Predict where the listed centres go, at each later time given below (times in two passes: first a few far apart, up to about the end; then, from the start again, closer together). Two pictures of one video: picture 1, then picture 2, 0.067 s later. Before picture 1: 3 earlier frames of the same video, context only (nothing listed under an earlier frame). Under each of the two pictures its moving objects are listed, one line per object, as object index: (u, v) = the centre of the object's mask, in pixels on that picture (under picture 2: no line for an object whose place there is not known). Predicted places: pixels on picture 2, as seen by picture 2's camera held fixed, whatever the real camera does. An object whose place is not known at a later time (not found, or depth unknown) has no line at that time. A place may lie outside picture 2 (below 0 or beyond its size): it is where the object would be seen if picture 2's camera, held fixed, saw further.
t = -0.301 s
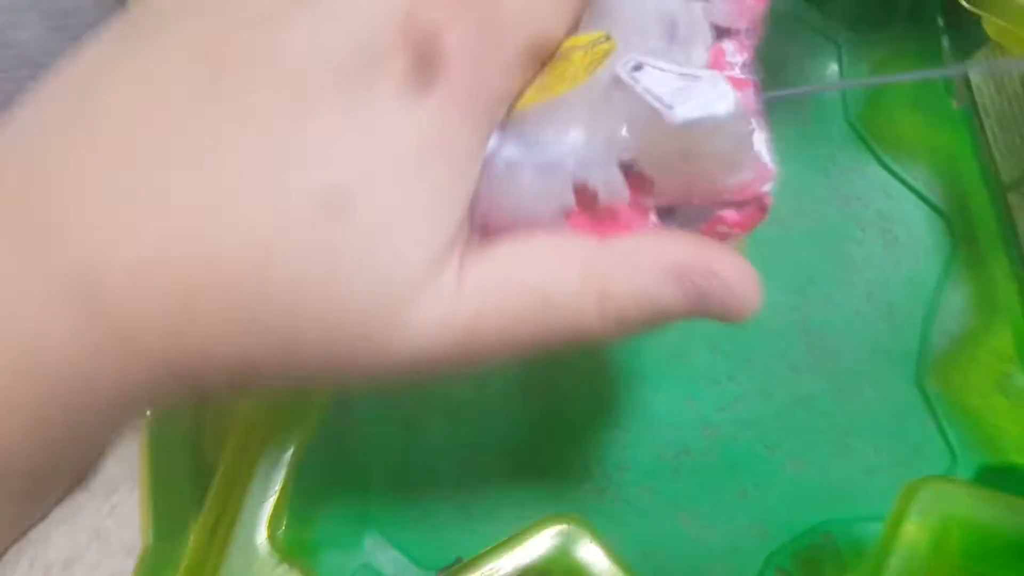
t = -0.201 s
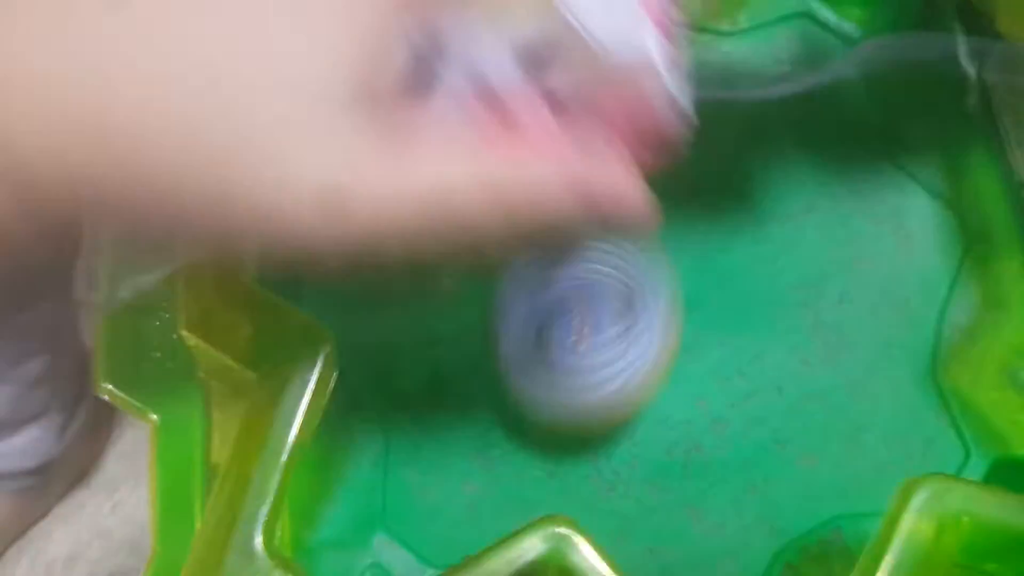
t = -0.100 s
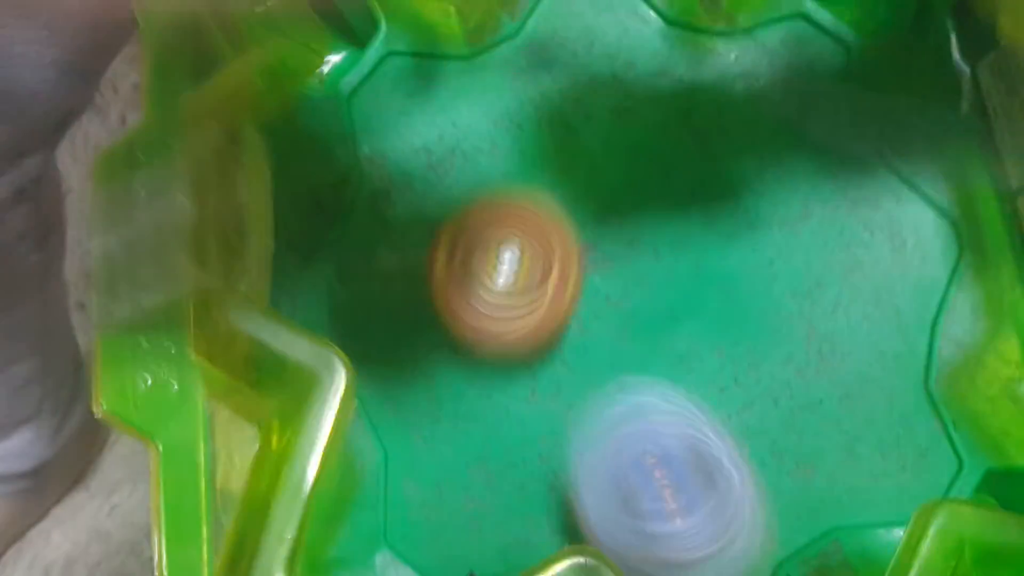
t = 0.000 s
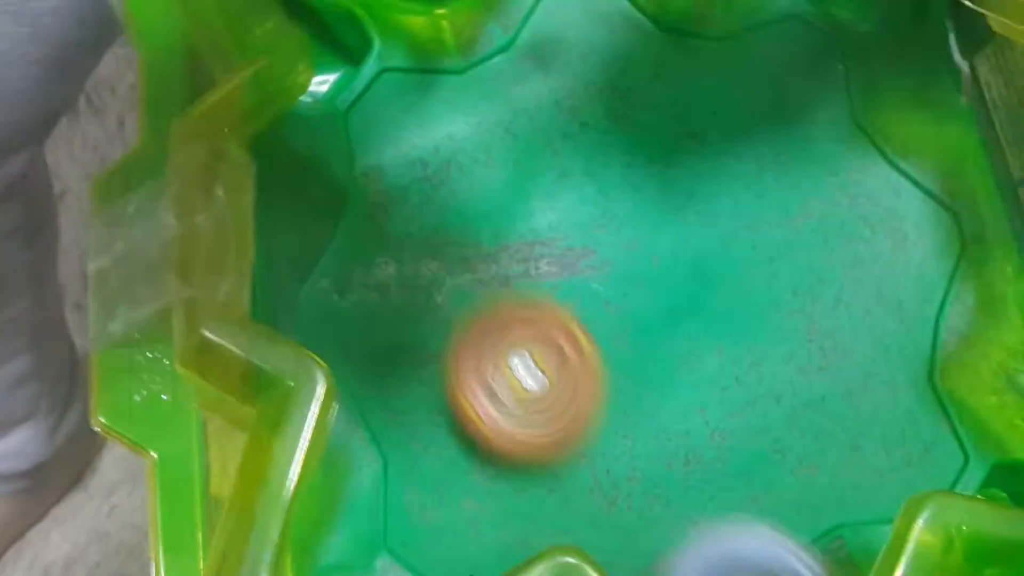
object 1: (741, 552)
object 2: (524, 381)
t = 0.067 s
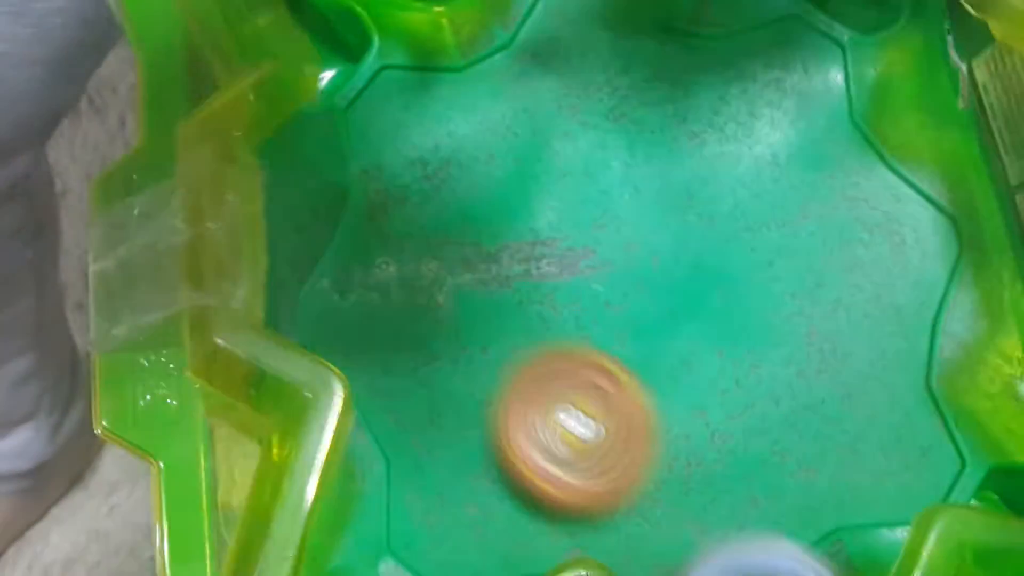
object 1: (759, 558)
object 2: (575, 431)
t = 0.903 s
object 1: (704, 358)
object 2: (645, 206)
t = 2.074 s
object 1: (475, 526)
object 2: (666, 272)
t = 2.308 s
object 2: (454, 145)
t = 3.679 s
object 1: (707, 255)
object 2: (688, 540)
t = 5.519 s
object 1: (644, 331)
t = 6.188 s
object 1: (620, 326)
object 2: (352, 178)
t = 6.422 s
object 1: (580, 269)
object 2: (557, 511)
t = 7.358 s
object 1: (596, 236)
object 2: (542, 519)
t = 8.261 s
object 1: (590, 239)
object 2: (369, 332)
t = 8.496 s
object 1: (545, 311)
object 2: (700, 502)
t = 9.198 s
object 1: (622, 259)
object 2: (349, 270)
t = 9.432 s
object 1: (575, 245)
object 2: (577, 513)
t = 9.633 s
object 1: (546, 265)
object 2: (840, 391)
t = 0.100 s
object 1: (751, 554)
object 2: (607, 447)
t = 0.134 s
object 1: (742, 550)
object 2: (643, 456)
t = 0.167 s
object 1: (758, 559)
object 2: (661, 413)
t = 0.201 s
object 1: (750, 540)
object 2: (678, 352)
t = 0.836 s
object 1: (637, 440)
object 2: (643, 139)
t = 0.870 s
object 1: (673, 393)
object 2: (645, 174)
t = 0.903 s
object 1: (704, 358)
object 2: (645, 206)
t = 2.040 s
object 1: (460, 531)
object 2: (716, 258)
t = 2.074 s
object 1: (475, 526)
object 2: (666, 272)
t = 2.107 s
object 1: (496, 518)
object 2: (617, 288)
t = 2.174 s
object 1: (549, 482)
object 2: (529, 312)
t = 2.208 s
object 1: (577, 501)
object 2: (498, 276)
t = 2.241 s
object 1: (614, 518)
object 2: (475, 226)
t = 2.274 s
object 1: (669, 527)
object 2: (464, 182)
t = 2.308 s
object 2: (454, 145)
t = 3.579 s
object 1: (687, 329)
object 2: (458, 475)
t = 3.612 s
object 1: (697, 306)
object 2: (519, 505)
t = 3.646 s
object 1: (703, 282)
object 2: (600, 526)
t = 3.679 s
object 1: (707, 255)
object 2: (688, 540)
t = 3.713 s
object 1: (706, 226)
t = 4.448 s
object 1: (706, 258)
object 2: (339, 319)
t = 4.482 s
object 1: (712, 243)
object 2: (373, 371)
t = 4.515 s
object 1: (712, 226)
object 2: (416, 430)
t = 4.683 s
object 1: (654, 203)
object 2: (759, 529)
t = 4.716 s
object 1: (631, 211)
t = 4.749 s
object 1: (607, 225)
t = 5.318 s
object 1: (741, 388)
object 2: (342, 235)
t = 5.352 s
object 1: (733, 382)
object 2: (348, 286)
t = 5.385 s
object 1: (717, 376)
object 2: (365, 337)
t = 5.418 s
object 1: (700, 371)
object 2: (396, 403)
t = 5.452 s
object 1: (680, 360)
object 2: (439, 466)
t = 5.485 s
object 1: (662, 348)
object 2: (488, 496)
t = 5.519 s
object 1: (644, 331)
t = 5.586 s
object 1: (609, 299)
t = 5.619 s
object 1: (594, 284)
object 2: (763, 516)
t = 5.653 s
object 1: (582, 275)
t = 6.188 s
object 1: (620, 326)
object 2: (352, 178)
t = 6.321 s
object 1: (601, 286)
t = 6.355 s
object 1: (593, 278)
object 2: (436, 459)
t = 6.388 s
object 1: (585, 273)
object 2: (490, 492)
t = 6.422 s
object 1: (580, 269)
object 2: (557, 511)
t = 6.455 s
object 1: (577, 269)
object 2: (630, 520)
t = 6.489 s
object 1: (573, 272)
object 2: (694, 519)
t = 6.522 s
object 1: (571, 274)
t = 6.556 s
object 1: (569, 278)
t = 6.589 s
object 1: (568, 281)
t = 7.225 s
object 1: (619, 223)
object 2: (385, 350)
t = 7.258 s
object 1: (612, 223)
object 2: (411, 417)
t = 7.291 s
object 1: (604, 225)
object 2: (442, 473)
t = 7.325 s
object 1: (600, 229)
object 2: (487, 502)
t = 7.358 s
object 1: (596, 236)
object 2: (542, 519)
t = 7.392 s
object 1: (593, 243)
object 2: (604, 524)
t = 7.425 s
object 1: (593, 251)
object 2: (669, 527)
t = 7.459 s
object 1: (594, 258)
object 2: (726, 522)
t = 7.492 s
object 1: (597, 266)
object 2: (780, 509)
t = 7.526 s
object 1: (601, 274)
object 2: (822, 490)
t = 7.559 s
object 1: (605, 284)
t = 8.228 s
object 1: (600, 229)
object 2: (350, 295)
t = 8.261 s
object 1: (590, 239)
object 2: (369, 332)
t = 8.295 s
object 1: (582, 250)
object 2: (398, 382)
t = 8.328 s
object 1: (571, 261)
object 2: (425, 431)
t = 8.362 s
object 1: (561, 272)
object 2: (465, 469)
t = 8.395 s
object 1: (553, 282)
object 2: (519, 491)
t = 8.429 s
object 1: (549, 293)
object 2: (576, 503)
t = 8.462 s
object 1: (545, 302)
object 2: (645, 507)
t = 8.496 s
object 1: (545, 311)
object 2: (700, 502)
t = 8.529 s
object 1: (545, 320)
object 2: (755, 486)
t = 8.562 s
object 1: (546, 326)
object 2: (795, 454)
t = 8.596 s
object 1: (550, 333)
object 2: (825, 414)
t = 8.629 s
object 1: (556, 341)
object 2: (844, 368)
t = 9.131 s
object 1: (628, 271)
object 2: (367, 204)
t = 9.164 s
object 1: (626, 264)
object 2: (351, 239)
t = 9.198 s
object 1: (622, 259)
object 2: (349, 270)
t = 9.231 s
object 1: (616, 255)
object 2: (359, 302)
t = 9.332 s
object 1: (593, 246)
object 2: (428, 444)
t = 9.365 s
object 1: (586, 245)
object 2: (469, 483)
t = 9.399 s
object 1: (580, 245)
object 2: (522, 504)
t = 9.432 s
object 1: (575, 245)
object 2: (577, 513)
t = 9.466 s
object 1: (570, 247)
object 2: (641, 516)
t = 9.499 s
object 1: (565, 250)
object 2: (700, 513)
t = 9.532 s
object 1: (559, 255)
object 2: (750, 502)
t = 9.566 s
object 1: (552, 259)
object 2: (788, 477)
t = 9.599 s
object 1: (547, 262)
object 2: (819, 436)
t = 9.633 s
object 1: (546, 265)
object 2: (840, 391)
